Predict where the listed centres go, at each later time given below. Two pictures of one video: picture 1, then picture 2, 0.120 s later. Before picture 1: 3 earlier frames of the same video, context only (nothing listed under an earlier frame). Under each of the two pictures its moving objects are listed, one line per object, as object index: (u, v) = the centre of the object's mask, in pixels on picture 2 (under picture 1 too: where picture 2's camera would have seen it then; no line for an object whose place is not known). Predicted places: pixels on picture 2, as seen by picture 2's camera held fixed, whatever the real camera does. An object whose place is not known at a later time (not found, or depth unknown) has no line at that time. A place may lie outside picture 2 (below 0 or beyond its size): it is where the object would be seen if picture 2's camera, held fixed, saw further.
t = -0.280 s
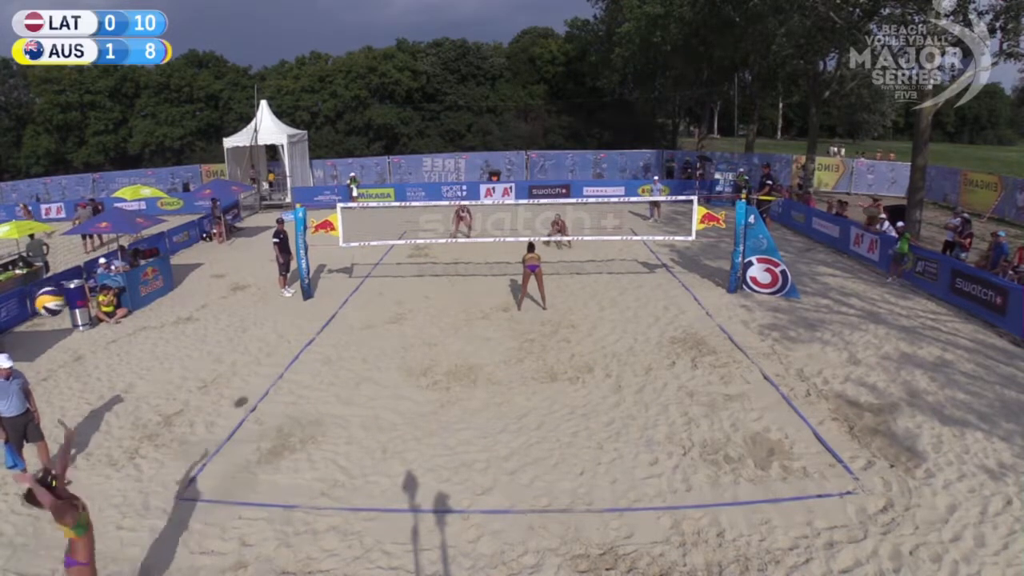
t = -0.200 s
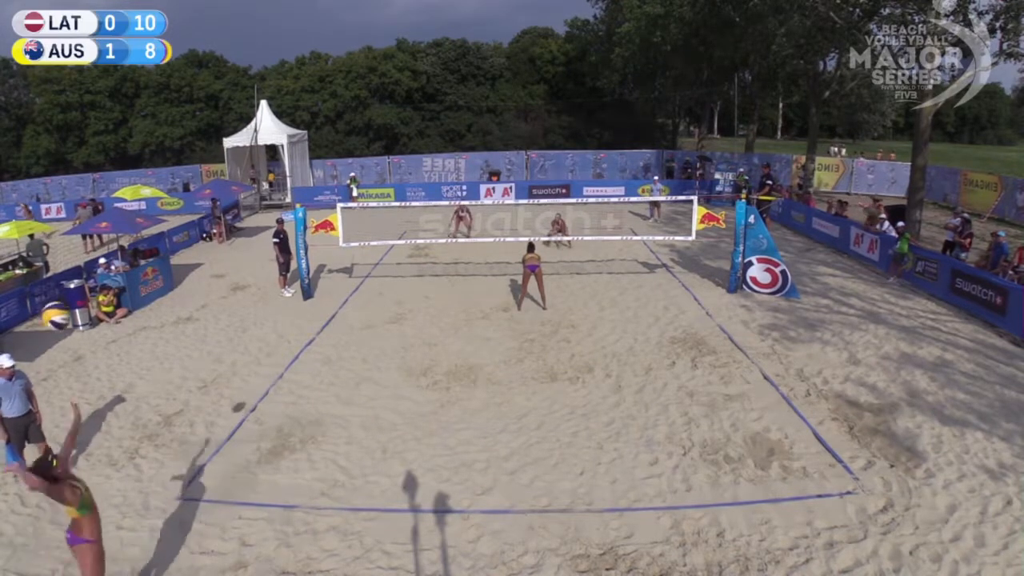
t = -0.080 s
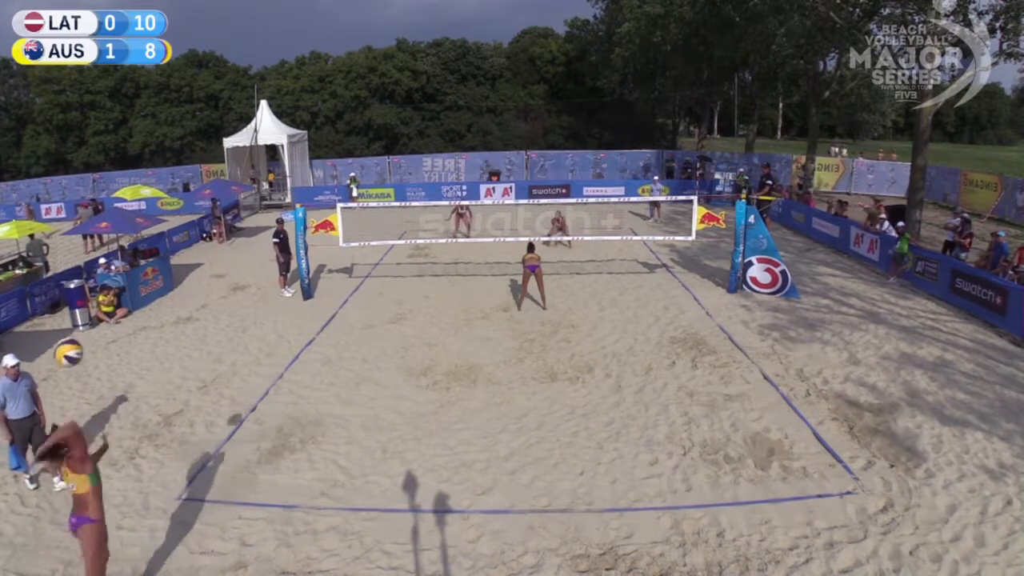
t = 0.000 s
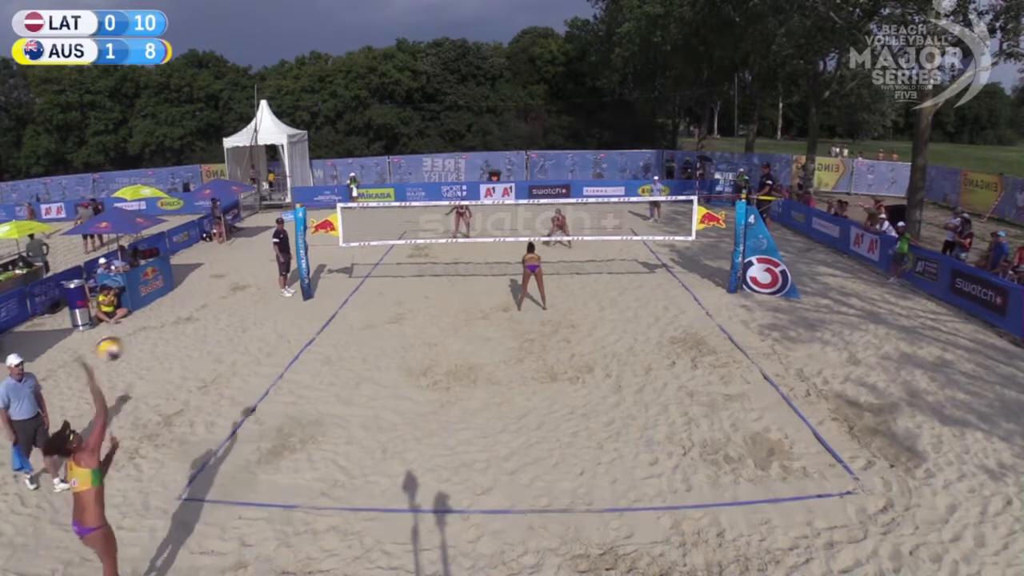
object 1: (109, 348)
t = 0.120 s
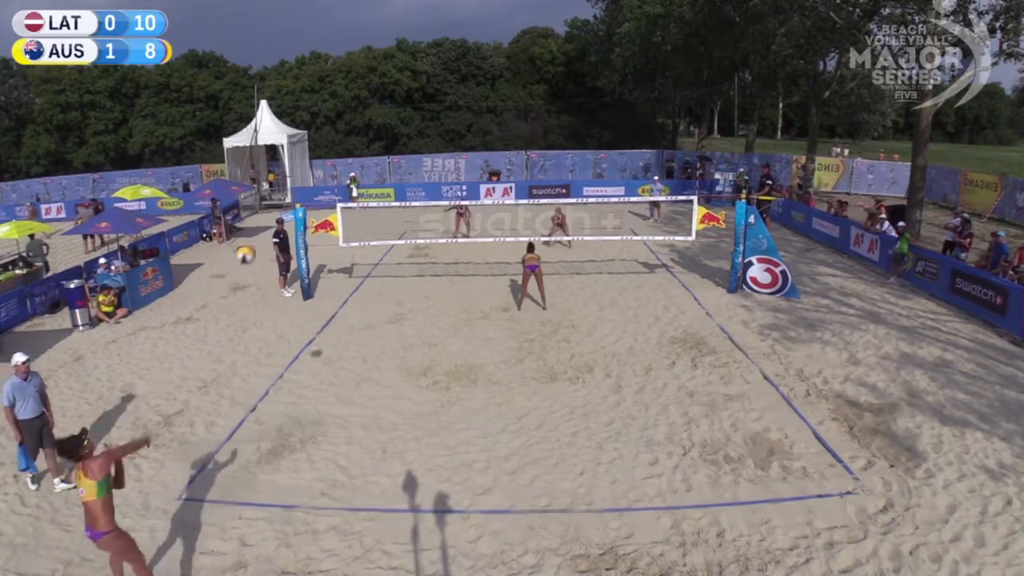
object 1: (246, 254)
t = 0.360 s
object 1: (387, 197)
